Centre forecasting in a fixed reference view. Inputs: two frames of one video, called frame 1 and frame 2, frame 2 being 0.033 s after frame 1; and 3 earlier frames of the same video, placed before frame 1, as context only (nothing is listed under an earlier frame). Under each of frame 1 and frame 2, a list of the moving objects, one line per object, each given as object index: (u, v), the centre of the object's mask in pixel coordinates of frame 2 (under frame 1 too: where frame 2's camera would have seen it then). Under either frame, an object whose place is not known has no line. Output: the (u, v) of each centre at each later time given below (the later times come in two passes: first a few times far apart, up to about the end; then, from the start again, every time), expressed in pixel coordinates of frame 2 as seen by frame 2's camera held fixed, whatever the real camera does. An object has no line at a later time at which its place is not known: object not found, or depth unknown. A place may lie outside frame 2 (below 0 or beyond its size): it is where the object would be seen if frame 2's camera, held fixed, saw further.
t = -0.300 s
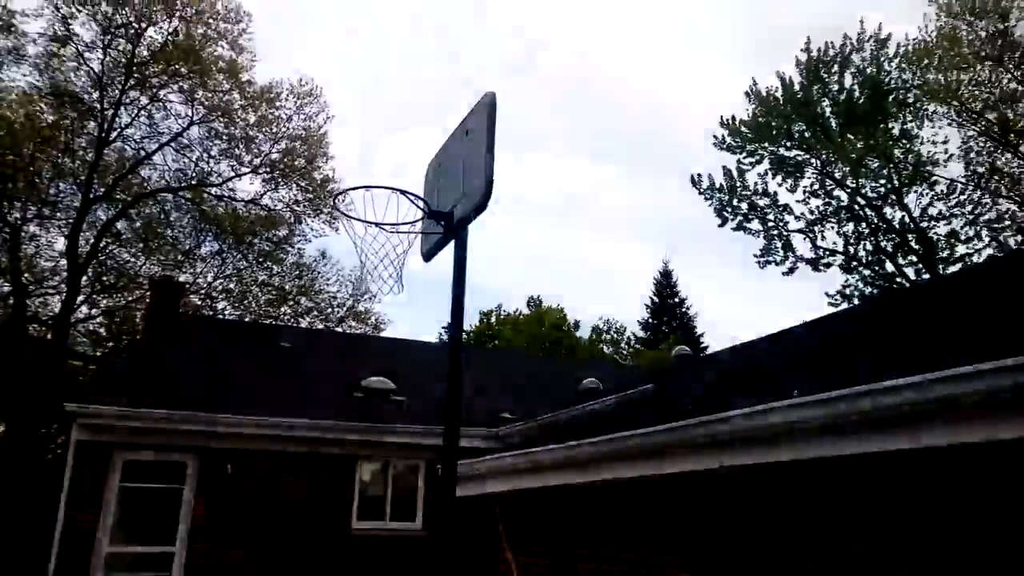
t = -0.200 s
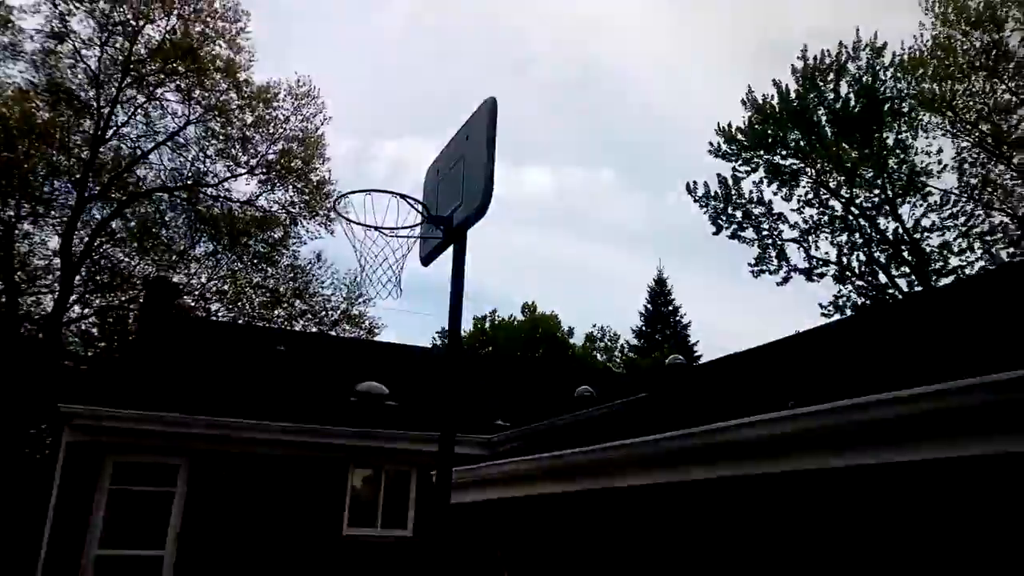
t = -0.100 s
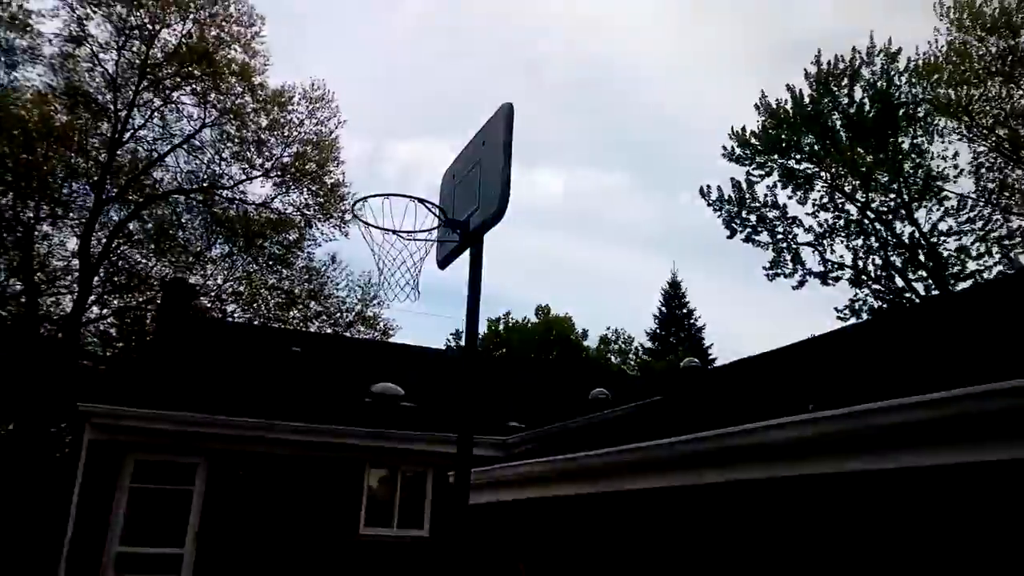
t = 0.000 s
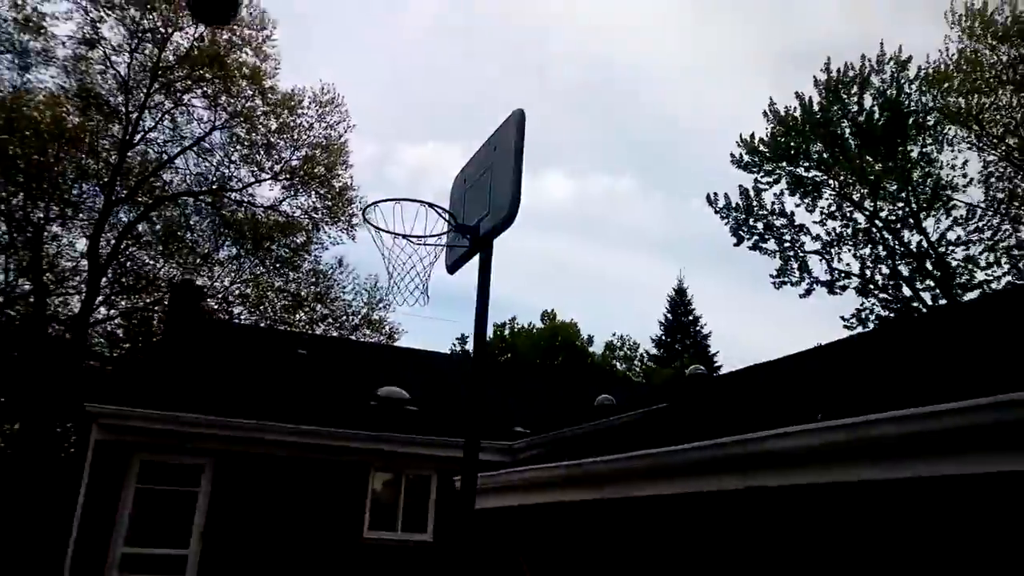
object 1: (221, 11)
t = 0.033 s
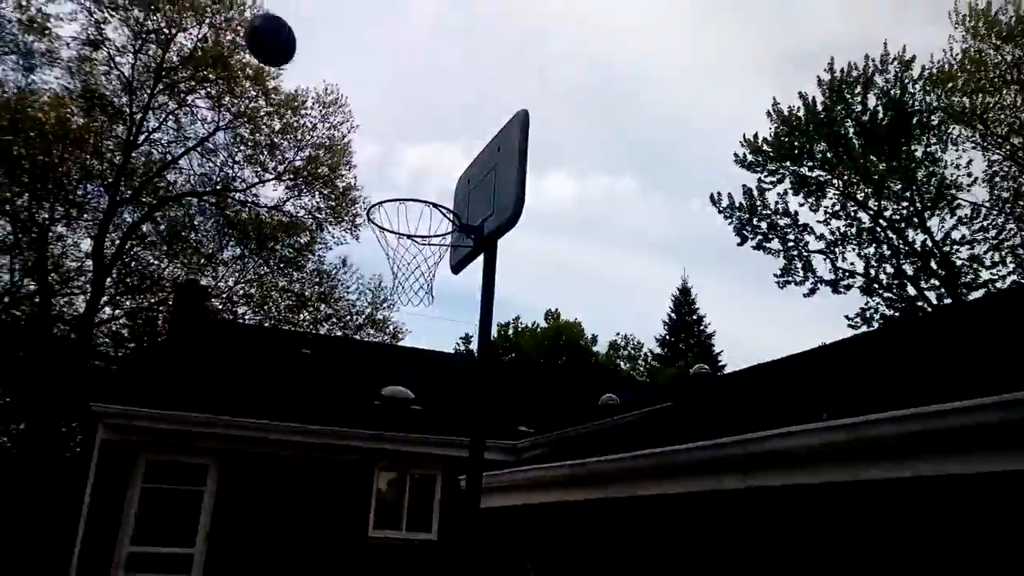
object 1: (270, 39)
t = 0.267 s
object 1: (389, 237)
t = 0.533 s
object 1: (397, 320)
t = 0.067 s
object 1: (322, 80)
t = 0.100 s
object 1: (372, 118)
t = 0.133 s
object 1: (419, 155)
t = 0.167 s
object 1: (462, 193)
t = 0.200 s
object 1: (446, 209)
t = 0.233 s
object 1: (413, 223)
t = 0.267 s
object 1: (389, 237)
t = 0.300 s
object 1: (388, 243)
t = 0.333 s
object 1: (390, 248)
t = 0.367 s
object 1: (392, 254)
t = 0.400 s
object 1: (392, 263)
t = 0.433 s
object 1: (392, 275)
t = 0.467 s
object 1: (393, 288)
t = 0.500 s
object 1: (395, 303)
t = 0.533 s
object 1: (397, 320)
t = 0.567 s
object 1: (398, 339)
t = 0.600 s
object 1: (399, 364)
